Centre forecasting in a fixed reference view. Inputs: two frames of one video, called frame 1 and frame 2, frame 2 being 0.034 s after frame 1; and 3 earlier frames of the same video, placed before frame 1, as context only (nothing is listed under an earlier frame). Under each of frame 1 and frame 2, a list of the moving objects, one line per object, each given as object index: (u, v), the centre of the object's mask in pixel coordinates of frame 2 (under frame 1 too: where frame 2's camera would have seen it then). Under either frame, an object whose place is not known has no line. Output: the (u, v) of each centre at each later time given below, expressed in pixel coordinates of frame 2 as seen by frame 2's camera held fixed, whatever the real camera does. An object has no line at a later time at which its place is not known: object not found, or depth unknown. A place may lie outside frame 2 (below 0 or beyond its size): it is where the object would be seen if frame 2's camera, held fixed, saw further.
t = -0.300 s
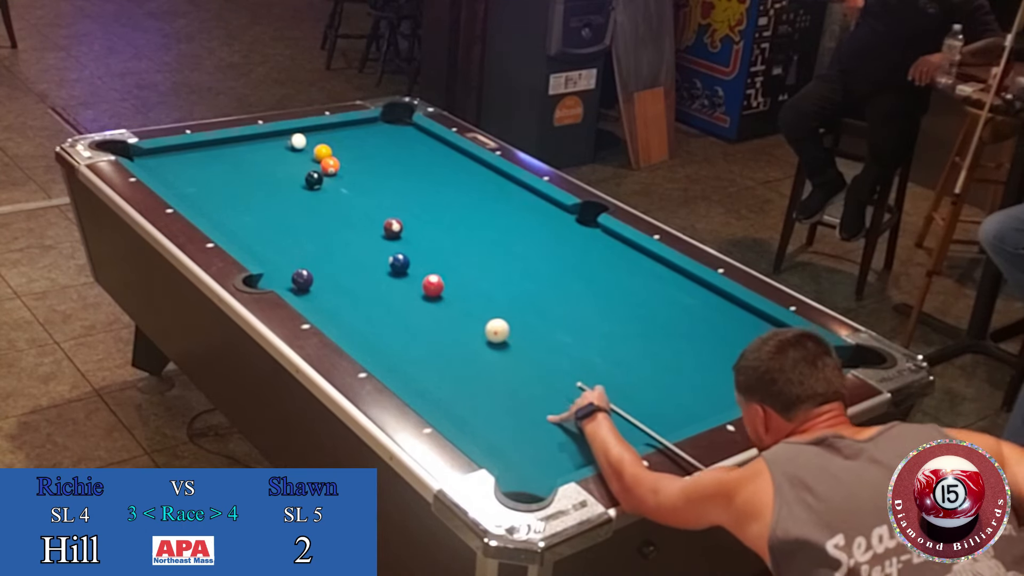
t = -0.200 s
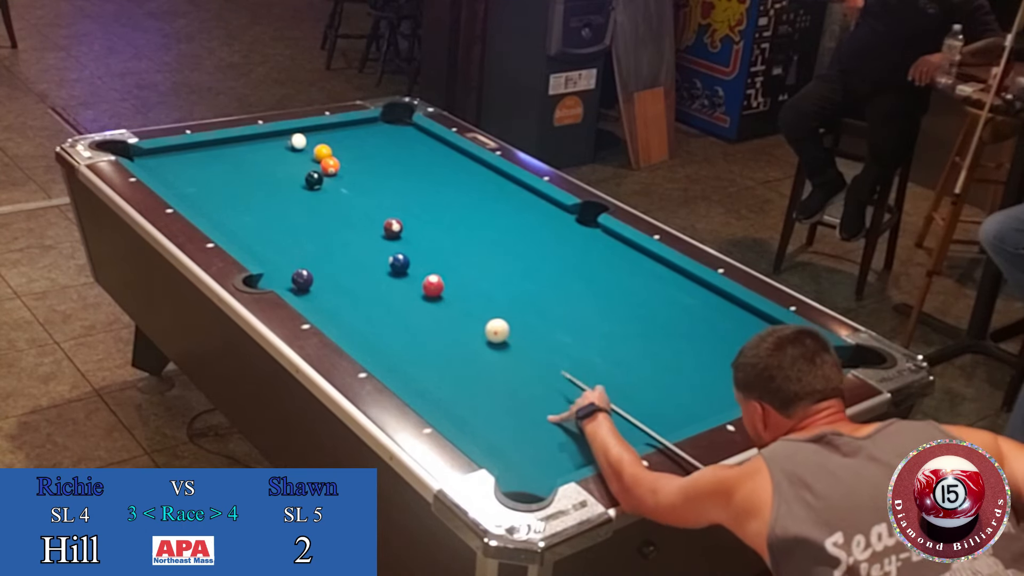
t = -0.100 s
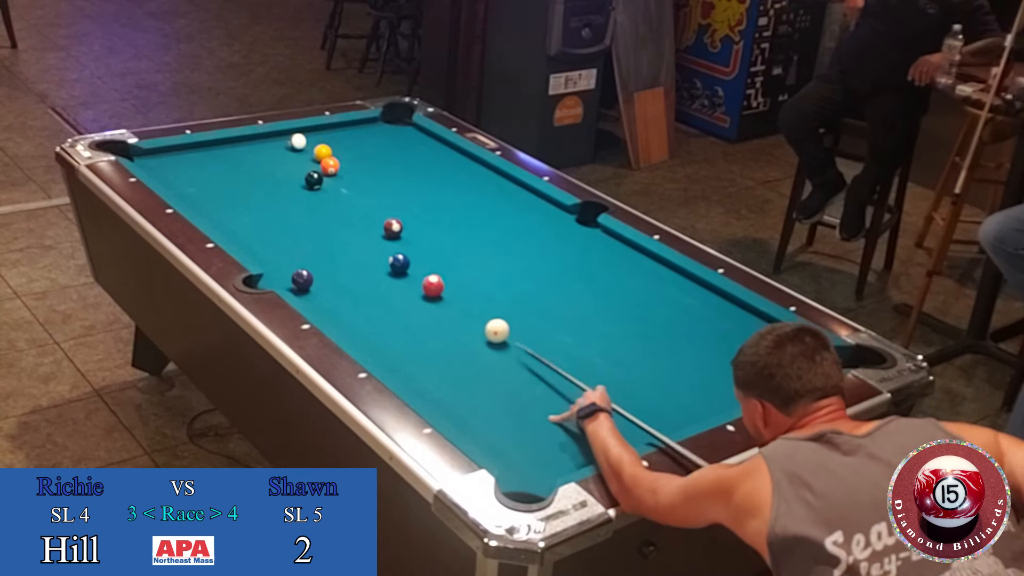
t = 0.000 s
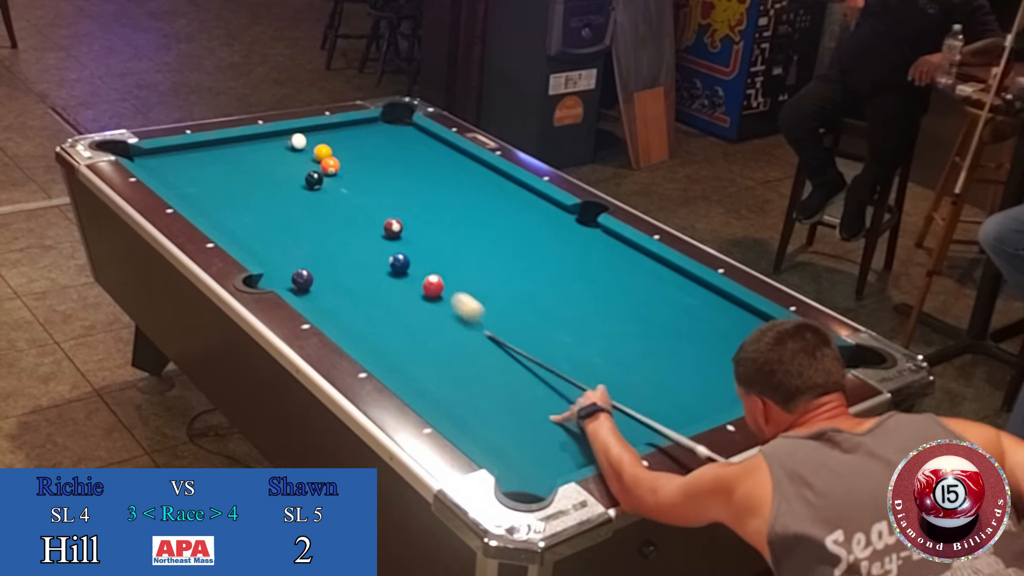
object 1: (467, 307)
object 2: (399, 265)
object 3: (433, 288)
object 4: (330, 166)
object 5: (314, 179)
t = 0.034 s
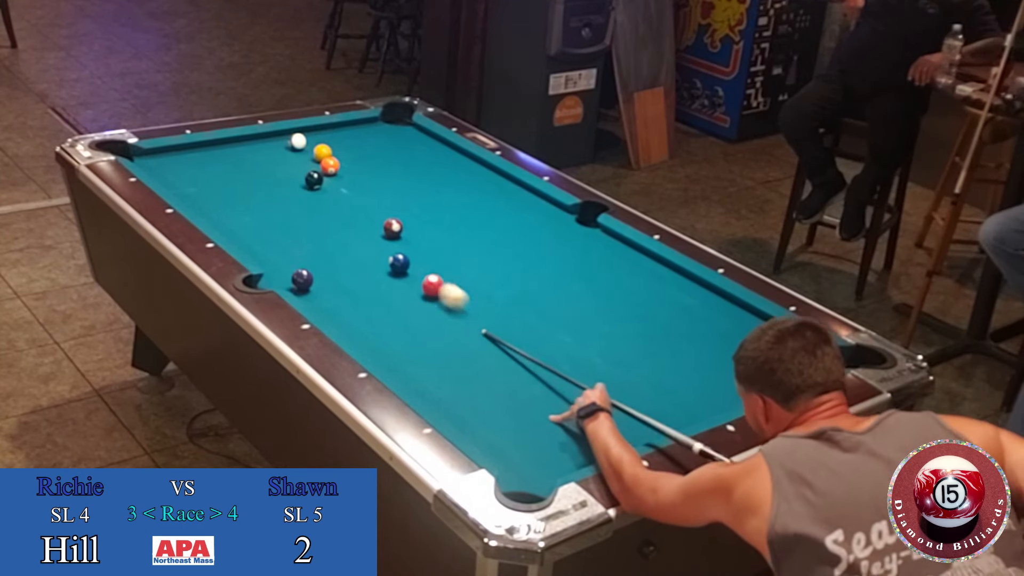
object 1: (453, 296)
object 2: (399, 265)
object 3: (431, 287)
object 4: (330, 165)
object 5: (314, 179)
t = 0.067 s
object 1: (450, 293)
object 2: (398, 265)
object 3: (422, 280)
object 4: (330, 165)
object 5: (314, 179)
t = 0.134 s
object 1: (454, 292)
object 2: (388, 256)
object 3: (403, 274)
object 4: (330, 165)
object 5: (314, 179)
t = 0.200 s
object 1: (458, 291)
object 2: (372, 242)
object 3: (394, 273)
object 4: (330, 166)
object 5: (314, 179)
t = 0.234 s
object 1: (460, 290)
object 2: (365, 235)
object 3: (390, 273)
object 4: (330, 165)
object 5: (314, 179)
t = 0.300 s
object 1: (463, 290)
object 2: (352, 225)
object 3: (382, 273)
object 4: (330, 165)
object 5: (314, 179)
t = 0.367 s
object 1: (467, 289)
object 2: (341, 215)
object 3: (374, 273)
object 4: (330, 165)
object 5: (314, 179)
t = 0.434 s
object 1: (470, 289)
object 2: (330, 205)
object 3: (366, 273)
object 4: (330, 165)
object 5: (314, 179)
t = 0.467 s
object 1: (472, 288)
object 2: (325, 202)
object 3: (362, 273)
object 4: (330, 165)
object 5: (314, 179)
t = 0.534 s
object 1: (475, 288)
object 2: (313, 192)
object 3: (354, 273)
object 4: (330, 165)
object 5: (314, 178)
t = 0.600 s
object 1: (477, 288)
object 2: (302, 187)
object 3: (347, 273)
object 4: (330, 165)
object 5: (316, 178)
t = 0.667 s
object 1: (480, 287)
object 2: (287, 183)
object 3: (339, 272)
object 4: (330, 165)
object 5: (318, 174)
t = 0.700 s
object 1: (481, 287)
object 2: (281, 181)
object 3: (336, 272)
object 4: (332, 164)
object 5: (319, 172)
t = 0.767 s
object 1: (484, 287)
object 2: (269, 177)
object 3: (329, 272)
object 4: (334, 163)
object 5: (318, 170)
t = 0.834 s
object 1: (486, 286)
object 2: (255, 174)
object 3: (323, 271)
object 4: (337, 162)
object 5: (317, 169)
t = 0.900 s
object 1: (488, 286)
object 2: (242, 170)
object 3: (317, 270)
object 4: (340, 160)
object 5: (316, 168)
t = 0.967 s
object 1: (489, 286)
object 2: (231, 167)
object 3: (312, 268)
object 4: (343, 158)
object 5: (315, 167)
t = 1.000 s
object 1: (490, 286)
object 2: (225, 165)
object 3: (309, 266)
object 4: (344, 157)
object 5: (314, 166)
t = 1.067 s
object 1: (492, 286)
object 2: (212, 162)
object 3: (303, 265)
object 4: (346, 155)
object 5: (314, 166)
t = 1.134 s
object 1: (493, 286)
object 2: (200, 159)
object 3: (296, 265)
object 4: (349, 154)
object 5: (313, 165)
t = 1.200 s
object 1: (494, 286)
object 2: (188, 156)
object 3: (290, 267)
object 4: (351, 152)
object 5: (312, 164)
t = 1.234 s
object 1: (495, 286)
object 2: (184, 154)
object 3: (289, 266)
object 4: (353, 151)
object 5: (312, 163)
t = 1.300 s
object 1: (496, 286)
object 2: (172, 151)
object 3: (285, 267)
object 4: (355, 150)
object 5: (311, 163)
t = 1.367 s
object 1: (497, 286)
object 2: (168, 153)
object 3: (281, 266)
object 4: (357, 149)
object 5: (310, 162)
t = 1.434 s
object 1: (497, 286)
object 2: (167, 156)
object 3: (276, 267)
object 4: (359, 147)
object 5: (309, 161)
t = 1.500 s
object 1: (497, 286)
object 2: (166, 158)
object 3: (273, 266)
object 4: (361, 146)
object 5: (309, 160)
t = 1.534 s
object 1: (497, 286)
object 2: (166, 159)
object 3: (271, 265)
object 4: (362, 146)
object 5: (308, 160)
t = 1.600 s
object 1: (497, 286)
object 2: (164, 162)
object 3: (268, 264)
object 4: (364, 145)
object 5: (308, 159)
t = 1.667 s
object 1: (497, 286)
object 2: (163, 165)
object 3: (267, 264)
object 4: (366, 143)
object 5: (307, 159)
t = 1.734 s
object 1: (497, 286)
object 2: (161, 167)
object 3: (267, 263)
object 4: (367, 142)
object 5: (307, 158)
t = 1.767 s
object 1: (497, 286)
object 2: (160, 168)
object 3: (267, 263)
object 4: (368, 142)
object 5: (307, 158)
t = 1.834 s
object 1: (497, 286)
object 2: (159, 171)
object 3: (268, 262)
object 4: (370, 141)
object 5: (306, 158)
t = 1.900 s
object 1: (496, 286)
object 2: (159, 173)
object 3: (268, 262)
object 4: (371, 140)
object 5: (306, 157)
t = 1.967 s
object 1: (496, 286)
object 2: (158, 174)
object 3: (268, 262)
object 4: (373, 139)
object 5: (306, 156)
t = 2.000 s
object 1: (496, 286)
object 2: (159, 175)
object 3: (269, 262)
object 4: (374, 138)
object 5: (306, 156)
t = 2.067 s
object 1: (496, 286)
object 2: (161, 177)
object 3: (269, 261)
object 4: (375, 138)
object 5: (306, 156)
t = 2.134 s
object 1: (496, 286)
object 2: (165, 179)
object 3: (269, 261)
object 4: (376, 137)
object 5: (306, 156)
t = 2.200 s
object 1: (496, 285)
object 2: (168, 180)
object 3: (270, 261)
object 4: (377, 136)
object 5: (306, 157)
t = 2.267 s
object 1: (496, 285)
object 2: (172, 181)
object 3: (270, 261)
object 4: (378, 135)
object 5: (305, 156)
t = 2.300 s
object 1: (496, 286)
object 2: (173, 182)
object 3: (270, 261)
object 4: (378, 135)
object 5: (305, 157)
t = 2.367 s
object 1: (496, 285)
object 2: (176, 183)
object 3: (270, 261)
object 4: (380, 134)
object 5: (305, 156)
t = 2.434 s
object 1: (496, 286)
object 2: (179, 185)
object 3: (270, 261)
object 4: (380, 134)
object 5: (305, 156)
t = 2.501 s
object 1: (496, 286)
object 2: (181, 186)
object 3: (270, 261)
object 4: (381, 133)
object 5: (305, 156)
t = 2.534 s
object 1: (496, 286)
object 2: (183, 187)
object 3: (270, 261)
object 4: (381, 133)
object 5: (305, 156)
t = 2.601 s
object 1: (496, 286)
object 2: (185, 187)
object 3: (270, 261)
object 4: (382, 132)
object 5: (305, 156)
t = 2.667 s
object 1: (495, 286)
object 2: (188, 188)
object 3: (270, 261)
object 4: (383, 132)
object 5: (305, 157)
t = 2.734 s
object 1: (496, 286)
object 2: (191, 189)
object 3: (270, 261)
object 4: (383, 131)
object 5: (305, 156)
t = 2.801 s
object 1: (496, 286)
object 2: (193, 189)
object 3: (270, 261)
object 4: (384, 131)
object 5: (305, 157)
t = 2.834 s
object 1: (496, 286)
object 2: (195, 190)
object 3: (270, 261)
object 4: (384, 131)
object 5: (305, 157)
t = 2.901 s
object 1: (496, 286)
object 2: (197, 191)
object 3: (270, 261)
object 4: (384, 130)
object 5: (305, 157)
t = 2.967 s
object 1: (496, 286)
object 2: (199, 191)
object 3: (270, 261)
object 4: (384, 130)
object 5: (305, 156)
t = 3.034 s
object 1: (496, 285)
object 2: (200, 192)
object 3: (270, 261)
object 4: (384, 130)
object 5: (305, 156)
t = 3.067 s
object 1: (496, 285)
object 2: (201, 192)
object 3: (270, 261)
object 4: (384, 130)
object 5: (305, 156)
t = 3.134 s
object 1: (496, 285)
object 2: (203, 193)
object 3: (270, 261)
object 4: (385, 129)
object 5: (305, 157)
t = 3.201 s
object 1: (496, 285)
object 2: (204, 193)
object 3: (270, 261)
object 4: (385, 129)
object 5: (305, 156)
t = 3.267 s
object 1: (496, 285)
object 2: (206, 194)
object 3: (270, 261)
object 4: (385, 129)
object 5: (305, 156)
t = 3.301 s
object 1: (496, 285)
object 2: (206, 194)
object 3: (270, 261)
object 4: (385, 129)
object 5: (305, 157)
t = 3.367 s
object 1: (496, 285)
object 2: (208, 194)
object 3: (270, 261)
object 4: (385, 129)
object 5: (305, 157)
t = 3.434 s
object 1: (496, 285)
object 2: (209, 195)
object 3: (270, 261)
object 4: (385, 129)
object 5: (305, 157)
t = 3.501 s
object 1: (495, 286)
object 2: (210, 195)
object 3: (270, 261)
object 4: (385, 129)
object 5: (305, 157)
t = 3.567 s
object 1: (495, 286)
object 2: (211, 196)
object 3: (270, 261)
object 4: (385, 129)
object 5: (305, 157)
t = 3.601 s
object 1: (496, 286)
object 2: (212, 196)
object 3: (270, 261)
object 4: (385, 129)
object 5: (305, 157)
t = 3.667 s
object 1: (496, 285)
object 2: (213, 196)
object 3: (270, 261)
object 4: (385, 129)
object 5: (305, 157)
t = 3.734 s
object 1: (496, 285)
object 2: (213, 196)
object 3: (270, 261)
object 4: (385, 129)
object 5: (305, 157)
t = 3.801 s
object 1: (495, 285)
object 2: (213, 197)
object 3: (270, 261)
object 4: (385, 129)
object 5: (305, 157)
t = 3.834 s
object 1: (496, 285)
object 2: (213, 197)
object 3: (270, 261)
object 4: (385, 129)
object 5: (305, 157)
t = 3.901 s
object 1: (495, 286)
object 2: (213, 197)
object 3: (270, 261)
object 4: (385, 129)
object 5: (305, 157)
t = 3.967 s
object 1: (496, 285)
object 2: (213, 197)
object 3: (270, 261)
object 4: (385, 129)
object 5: (305, 157)
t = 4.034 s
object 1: (495, 285)
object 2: (213, 197)
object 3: (270, 261)
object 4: (385, 129)
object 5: (305, 156)
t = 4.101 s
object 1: (495, 285)
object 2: (213, 196)
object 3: (270, 261)
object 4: (385, 129)
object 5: (305, 157)
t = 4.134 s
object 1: (496, 286)
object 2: (213, 196)
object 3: (270, 261)
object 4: (385, 129)
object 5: (305, 157)
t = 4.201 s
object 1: (496, 285)
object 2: (213, 196)
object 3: (270, 261)
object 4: (385, 129)
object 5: (305, 157)
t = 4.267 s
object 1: (496, 286)
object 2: (213, 196)
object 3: (270, 261)
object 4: (385, 129)
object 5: (305, 157)
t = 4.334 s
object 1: (496, 286)
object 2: (213, 196)
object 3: (270, 261)
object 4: (385, 129)
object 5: (305, 157)
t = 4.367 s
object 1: (495, 285)
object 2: (213, 196)
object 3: (270, 261)
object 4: (385, 129)
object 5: (305, 157)
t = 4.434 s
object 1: (495, 286)
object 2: (213, 196)
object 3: (270, 261)
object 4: (385, 129)
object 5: (305, 157)
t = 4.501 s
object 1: (496, 285)
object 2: (213, 196)
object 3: (270, 261)
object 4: (385, 129)
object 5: (305, 157)
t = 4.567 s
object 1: (496, 286)
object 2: (213, 196)
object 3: (270, 261)
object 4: (385, 129)
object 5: (305, 157)
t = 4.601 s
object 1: (495, 286)
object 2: (213, 196)
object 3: (270, 261)
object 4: (385, 129)
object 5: (305, 157)
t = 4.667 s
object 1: (496, 286)
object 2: (212, 196)
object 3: (270, 261)
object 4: (385, 129)
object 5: (305, 157)
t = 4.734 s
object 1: (496, 286)
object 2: (213, 196)
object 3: (270, 261)
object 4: (385, 129)
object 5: (305, 157)
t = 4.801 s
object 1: (495, 285)
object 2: (213, 196)
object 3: (270, 261)
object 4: (385, 129)
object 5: (305, 157)
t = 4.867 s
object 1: (495, 285)
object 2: (212, 196)
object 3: (270, 261)
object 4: (385, 129)
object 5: (305, 157)
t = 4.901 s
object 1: (496, 286)
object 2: (213, 197)
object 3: (270, 261)
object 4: (385, 129)
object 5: (305, 157)
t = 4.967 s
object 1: (496, 285)
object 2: (213, 196)
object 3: (270, 261)
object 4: (385, 129)
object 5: (305, 157)
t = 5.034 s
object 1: (496, 285)
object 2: (212, 197)
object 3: (270, 261)
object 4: (385, 129)
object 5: (305, 157)
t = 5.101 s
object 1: (496, 286)
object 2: (213, 197)
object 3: (270, 261)
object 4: (385, 129)
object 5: (305, 157)
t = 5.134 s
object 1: (495, 286)
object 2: (212, 196)
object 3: (270, 261)
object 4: (385, 129)
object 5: (305, 156)
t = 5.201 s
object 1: (496, 286)
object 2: (213, 196)
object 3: (270, 261)
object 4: (385, 129)
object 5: (305, 156)
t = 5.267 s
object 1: (496, 286)
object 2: (213, 196)
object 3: (270, 261)
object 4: (385, 129)
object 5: (305, 156)
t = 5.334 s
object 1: (495, 285)
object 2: (213, 196)
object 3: (270, 261)
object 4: (385, 129)
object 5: (305, 156)
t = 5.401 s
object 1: (495, 286)
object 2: (212, 196)
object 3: (270, 261)
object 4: (385, 129)
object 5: (305, 156)
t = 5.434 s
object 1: (495, 286)
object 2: (213, 196)
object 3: (270, 261)
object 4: (385, 129)
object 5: (305, 156)
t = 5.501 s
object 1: (495, 286)
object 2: (213, 196)
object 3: (270, 261)
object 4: (385, 129)
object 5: (305, 156)
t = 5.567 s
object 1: (495, 286)
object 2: (212, 196)
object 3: (270, 261)
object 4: (385, 129)
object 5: (305, 156)
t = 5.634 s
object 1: (495, 286)
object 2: (212, 196)
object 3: (270, 261)
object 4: (385, 129)
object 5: (305, 157)
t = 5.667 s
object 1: (495, 285)
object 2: (213, 196)
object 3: (270, 261)
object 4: (385, 129)
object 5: (305, 157)
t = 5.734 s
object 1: (496, 285)
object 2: (213, 196)
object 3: (270, 261)
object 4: (386, 129)
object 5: (305, 157)
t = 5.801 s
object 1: (496, 286)
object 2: (213, 196)
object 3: (270, 261)
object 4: (385, 129)
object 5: (305, 157)
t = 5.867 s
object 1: (496, 285)
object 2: (213, 196)
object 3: (270, 261)
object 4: (385, 129)
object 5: (305, 156)
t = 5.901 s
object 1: (495, 285)
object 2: (212, 196)
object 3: (270, 261)
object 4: (385, 129)
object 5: (305, 156)
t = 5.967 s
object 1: (495, 286)
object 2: (213, 196)
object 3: (270, 261)
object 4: (385, 129)
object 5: (305, 157)
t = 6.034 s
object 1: (495, 285)
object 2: (212, 196)
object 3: (270, 261)
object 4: (385, 129)
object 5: (305, 157)
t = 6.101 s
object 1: (495, 285)
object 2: (213, 196)
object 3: (270, 261)
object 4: (385, 129)
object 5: (305, 157)
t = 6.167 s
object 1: (495, 285)
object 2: (213, 196)
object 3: (270, 261)
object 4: (385, 129)
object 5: (305, 156)
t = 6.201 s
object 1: (495, 286)
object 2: (213, 196)
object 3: (270, 261)
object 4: (385, 129)
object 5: (305, 156)
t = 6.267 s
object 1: (495, 285)
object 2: (213, 196)
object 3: (270, 261)
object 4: (385, 129)
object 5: (305, 156)
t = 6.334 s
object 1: (495, 286)
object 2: (213, 196)
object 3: (270, 261)
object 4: (385, 129)
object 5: (305, 157)
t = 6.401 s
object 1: (496, 285)
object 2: (213, 196)
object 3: (270, 261)
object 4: (385, 129)
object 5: (305, 157)
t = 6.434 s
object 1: (495, 286)
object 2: (213, 196)
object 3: (270, 261)
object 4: (385, 129)
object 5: (305, 156)
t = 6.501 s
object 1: (495, 286)
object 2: (213, 196)
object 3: (270, 261)
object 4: (386, 129)
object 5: (305, 156)
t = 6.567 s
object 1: (495, 286)
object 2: (213, 196)
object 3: (270, 261)
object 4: (386, 129)
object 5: (305, 157)
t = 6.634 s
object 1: (496, 286)
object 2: (213, 196)
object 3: (270, 261)
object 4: (385, 129)
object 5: (305, 156)
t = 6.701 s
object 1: (496, 285)
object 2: (213, 196)
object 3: (270, 261)
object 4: (385, 129)
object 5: (305, 156)
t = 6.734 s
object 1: (495, 286)
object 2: (212, 196)
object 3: (270, 261)
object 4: (385, 129)
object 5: (305, 156)
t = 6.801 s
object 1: (495, 285)
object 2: (213, 196)
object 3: (270, 261)
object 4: (385, 129)
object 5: (305, 156)
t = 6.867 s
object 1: (495, 286)
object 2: (212, 196)
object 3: (270, 261)
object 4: (385, 129)
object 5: (305, 156)
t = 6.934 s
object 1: (495, 286)
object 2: (213, 196)
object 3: (270, 261)
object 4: (385, 129)
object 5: (305, 156)
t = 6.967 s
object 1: (496, 286)
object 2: (213, 196)
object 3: (270, 261)
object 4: (385, 129)
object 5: (305, 156)
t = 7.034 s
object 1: (495, 285)
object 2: (213, 196)
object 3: (270, 261)
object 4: (385, 129)
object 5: (305, 156)
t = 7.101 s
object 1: (496, 286)
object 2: (213, 196)
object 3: (270, 261)
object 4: (385, 129)
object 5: (305, 156)
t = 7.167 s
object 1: (495, 286)
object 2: (213, 196)
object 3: (270, 261)
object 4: (385, 129)
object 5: (305, 156)
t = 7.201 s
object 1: (495, 286)
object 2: (213, 196)
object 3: (270, 261)
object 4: (385, 129)
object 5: (305, 156)
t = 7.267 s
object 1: (496, 285)
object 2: (213, 196)
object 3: (270, 261)
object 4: (385, 129)
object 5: (305, 156)
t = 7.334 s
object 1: (495, 285)
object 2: (213, 196)
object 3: (270, 261)
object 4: (385, 129)
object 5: (305, 157)
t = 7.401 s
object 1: (496, 286)
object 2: (213, 196)
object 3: (270, 261)
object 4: (385, 129)
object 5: (305, 156)
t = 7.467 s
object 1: (495, 286)
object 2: (213, 196)
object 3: (270, 261)
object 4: (385, 129)
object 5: (305, 156)
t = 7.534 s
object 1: (496, 285)
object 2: (213, 196)
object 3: (270, 261)
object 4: (385, 129)
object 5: (305, 156)
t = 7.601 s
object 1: (496, 285)
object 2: (213, 196)
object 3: (270, 261)
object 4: (385, 129)
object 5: (305, 156)
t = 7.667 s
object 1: (495, 286)
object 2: (213, 196)
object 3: (270, 261)
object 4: (385, 129)
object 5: (305, 156)
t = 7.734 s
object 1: (495, 285)
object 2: (213, 196)
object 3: (270, 261)
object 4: (385, 129)
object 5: (305, 156)
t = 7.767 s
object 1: (496, 286)
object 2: (213, 196)
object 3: (270, 261)
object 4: (385, 129)
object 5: (305, 156)
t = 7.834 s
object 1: (496, 286)
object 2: (213, 196)
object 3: (270, 261)
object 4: (385, 129)
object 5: (305, 157)
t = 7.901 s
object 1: (496, 285)
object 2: (213, 196)
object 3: (270, 261)
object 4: (385, 129)
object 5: (305, 157)
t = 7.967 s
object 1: (495, 285)
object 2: (213, 196)
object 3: (270, 261)
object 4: (385, 129)
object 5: (305, 156)
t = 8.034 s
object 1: (496, 285)
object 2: (213, 196)
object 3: (270, 261)
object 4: (385, 129)
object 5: (305, 156)
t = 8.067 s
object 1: (496, 285)
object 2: (213, 196)
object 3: (270, 261)
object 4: (385, 129)
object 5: (305, 156)
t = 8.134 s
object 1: (496, 285)
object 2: (213, 196)
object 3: (270, 261)
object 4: (385, 129)
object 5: (305, 156)
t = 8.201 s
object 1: (496, 285)
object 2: (213, 196)
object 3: (270, 261)
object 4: (385, 129)
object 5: (305, 156)
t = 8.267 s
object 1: (495, 285)
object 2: (213, 196)
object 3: (270, 261)
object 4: (385, 129)
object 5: (305, 157)
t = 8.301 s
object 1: (495, 285)
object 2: (213, 196)
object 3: (270, 261)
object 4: (385, 129)
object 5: (305, 157)
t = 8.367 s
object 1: (495, 285)
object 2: (213, 196)
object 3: (270, 261)
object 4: (385, 129)
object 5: (305, 157)
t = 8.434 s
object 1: (495, 285)
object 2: (213, 196)
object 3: (270, 261)
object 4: (385, 129)
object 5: (305, 157)
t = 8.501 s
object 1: (495, 286)
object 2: (213, 196)
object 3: (270, 261)
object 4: (385, 129)
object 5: (305, 157)
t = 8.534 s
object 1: (496, 285)
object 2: (213, 196)
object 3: (270, 261)
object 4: (385, 129)
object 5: (305, 156)
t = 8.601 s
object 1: (496, 285)
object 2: (213, 196)
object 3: (270, 261)
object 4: (385, 129)
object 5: (305, 157)
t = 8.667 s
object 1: (496, 285)
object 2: (213, 196)
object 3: (270, 261)
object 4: (385, 129)
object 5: (305, 157)
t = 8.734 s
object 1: (496, 285)
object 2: (213, 196)
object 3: (270, 261)
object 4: (385, 129)
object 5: (305, 156)
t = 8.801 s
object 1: (495, 285)
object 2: (213, 196)
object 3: (270, 261)
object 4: (385, 129)
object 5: (305, 156)
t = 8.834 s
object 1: (495, 285)
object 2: (213, 196)
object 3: (270, 261)
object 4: (386, 129)
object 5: (305, 156)
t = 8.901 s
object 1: (495, 285)
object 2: (213, 196)
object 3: (270, 261)
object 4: (386, 129)
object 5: (305, 156)
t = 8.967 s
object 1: (495, 285)
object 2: (213, 196)
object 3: (270, 261)
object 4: (385, 129)
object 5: (305, 156)
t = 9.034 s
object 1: (496, 285)
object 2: (213, 196)
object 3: (270, 261)
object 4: (386, 129)
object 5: (305, 156)
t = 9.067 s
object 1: (495, 285)
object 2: (213, 196)
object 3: (270, 261)
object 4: (385, 129)
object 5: (305, 156)
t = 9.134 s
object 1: (495, 285)
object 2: (213, 196)
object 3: (270, 261)
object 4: (385, 129)
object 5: (305, 156)
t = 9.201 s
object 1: (495, 286)
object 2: (213, 196)
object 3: (270, 261)
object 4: (385, 129)
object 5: (305, 156)
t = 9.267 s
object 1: (495, 285)
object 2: (213, 196)
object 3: (270, 261)
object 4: (385, 129)
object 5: (305, 156)
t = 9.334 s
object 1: (495, 285)
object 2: (213, 196)
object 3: (270, 261)
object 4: (385, 129)
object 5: (305, 156)
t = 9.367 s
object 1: (495, 285)
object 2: (213, 196)
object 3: (270, 261)
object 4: (385, 129)
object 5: (305, 157)
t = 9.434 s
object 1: (495, 285)
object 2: (213, 196)
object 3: (270, 261)
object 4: (385, 129)
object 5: (305, 156)
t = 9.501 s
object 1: (495, 286)
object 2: (213, 196)
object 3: (270, 261)
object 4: (386, 129)
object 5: (305, 156)
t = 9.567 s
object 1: (496, 286)
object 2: (213, 196)
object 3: (270, 261)
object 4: (385, 129)
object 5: (305, 156)
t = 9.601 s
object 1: (495, 286)
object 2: (213, 196)
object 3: (270, 261)
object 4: (386, 129)
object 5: (305, 156)
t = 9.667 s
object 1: (495, 286)
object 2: (213, 196)
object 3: (270, 261)
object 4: (385, 129)
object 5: (305, 156)
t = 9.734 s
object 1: (495, 286)
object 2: (213, 196)
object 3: (270, 261)
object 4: (385, 129)
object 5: (305, 156)
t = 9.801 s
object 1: (495, 286)
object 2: (213, 196)
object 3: (270, 261)
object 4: (385, 129)
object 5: (305, 156)
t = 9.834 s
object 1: (495, 285)
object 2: (213, 196)
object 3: (270, 261)
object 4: (385, 129)
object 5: (305, 156)
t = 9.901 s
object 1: (495, 285)
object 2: (213, 196)
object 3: (270, 261)
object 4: (386, 129)
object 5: (305, 156)
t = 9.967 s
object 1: (495, 286)
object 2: (213, 196)
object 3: (270, 261)
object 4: (385, 129)
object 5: (305, 156)
